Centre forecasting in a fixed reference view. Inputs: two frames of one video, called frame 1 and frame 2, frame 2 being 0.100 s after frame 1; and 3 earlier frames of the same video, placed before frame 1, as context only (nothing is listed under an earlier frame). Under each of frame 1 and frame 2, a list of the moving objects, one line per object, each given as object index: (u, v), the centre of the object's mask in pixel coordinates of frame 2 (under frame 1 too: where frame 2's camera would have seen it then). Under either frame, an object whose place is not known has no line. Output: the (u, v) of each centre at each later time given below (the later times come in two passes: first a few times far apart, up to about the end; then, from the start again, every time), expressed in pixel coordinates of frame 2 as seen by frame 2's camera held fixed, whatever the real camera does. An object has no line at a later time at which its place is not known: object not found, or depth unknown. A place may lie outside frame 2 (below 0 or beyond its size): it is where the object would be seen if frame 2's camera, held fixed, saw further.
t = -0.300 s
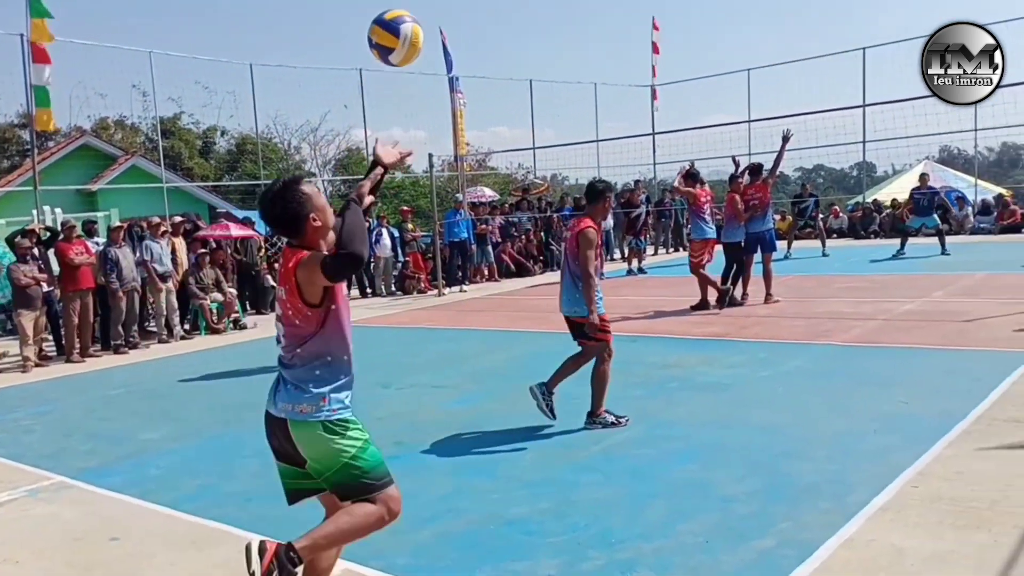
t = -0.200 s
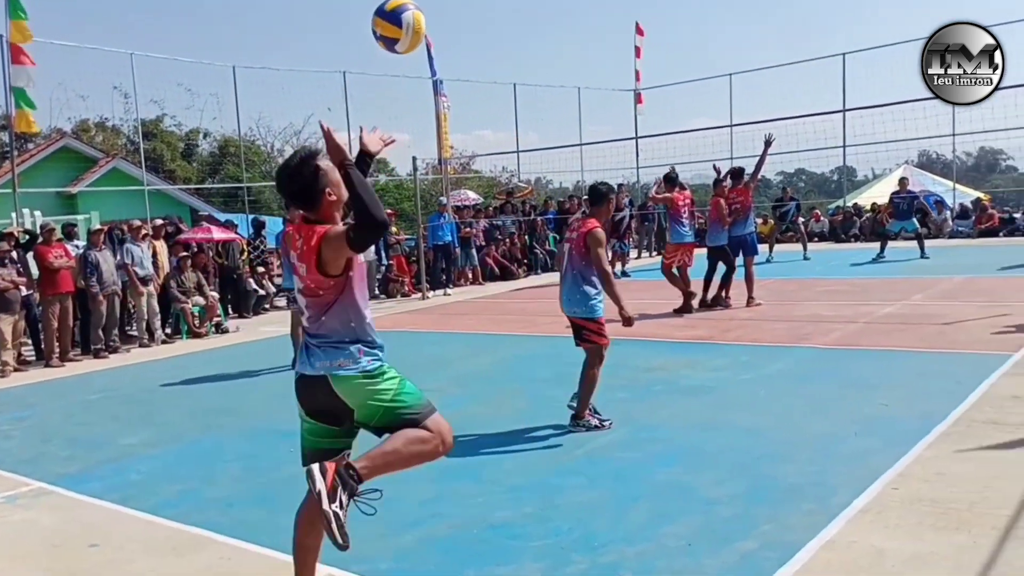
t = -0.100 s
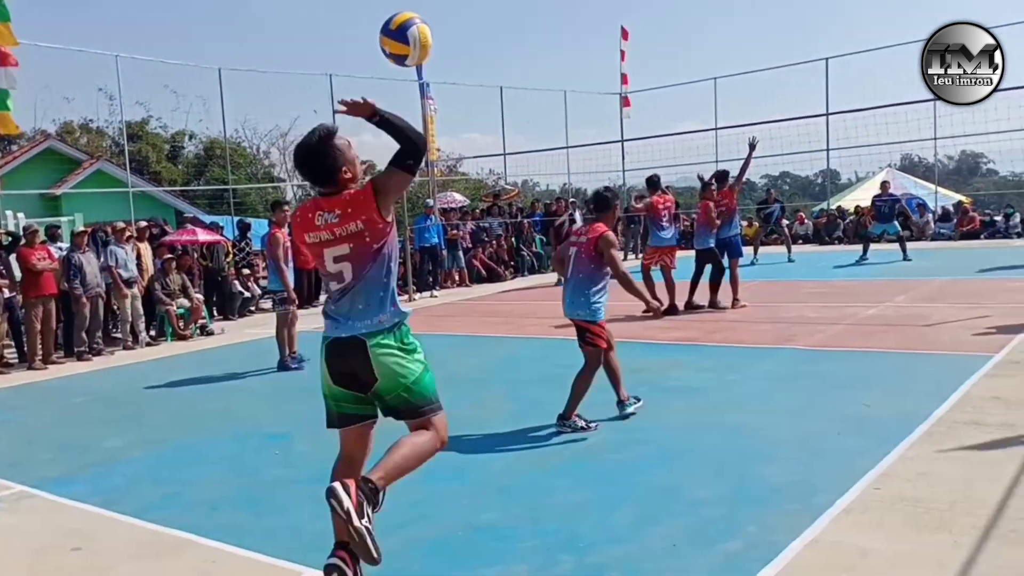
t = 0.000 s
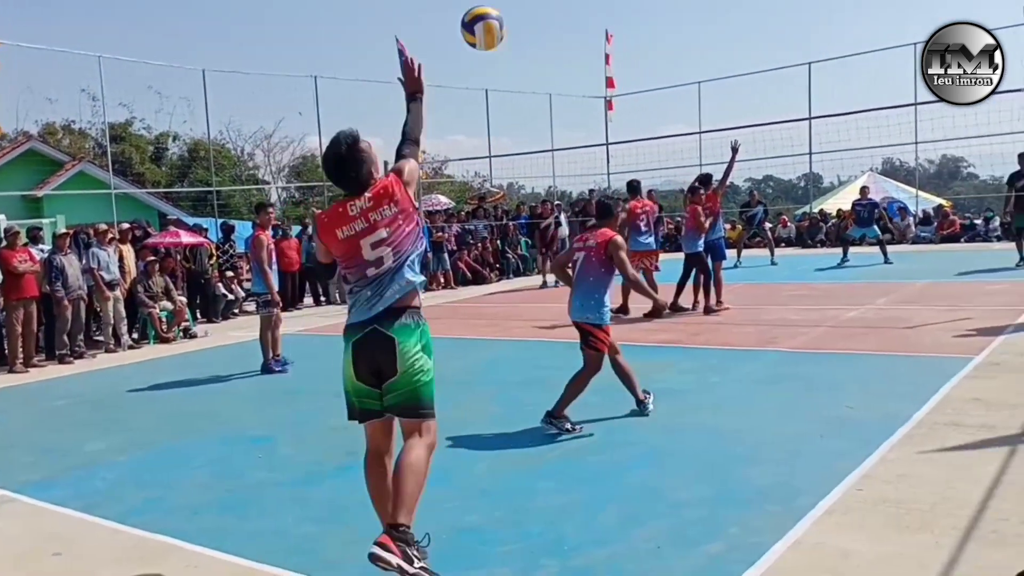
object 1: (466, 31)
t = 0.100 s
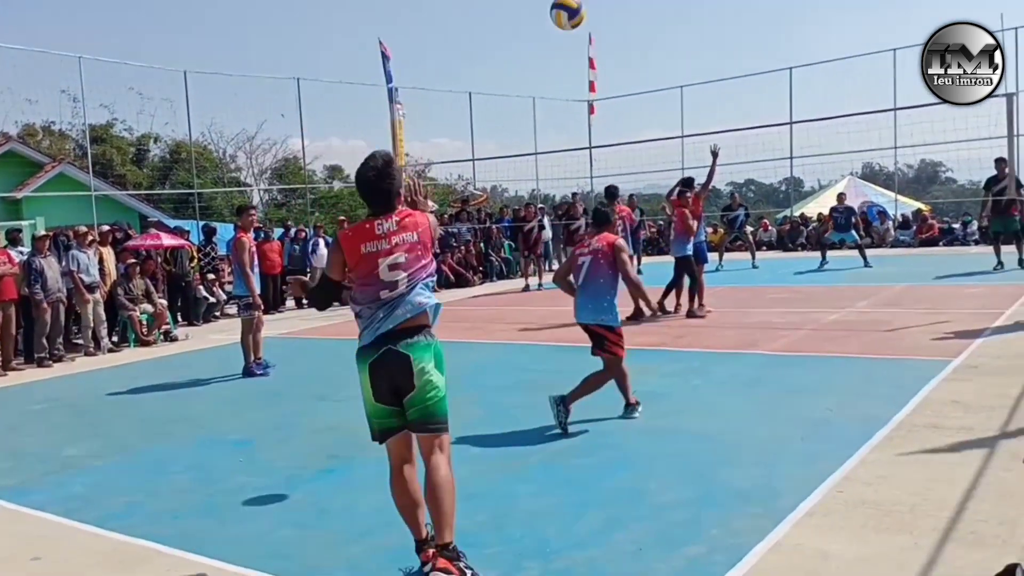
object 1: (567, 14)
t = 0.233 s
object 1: (653, 16)
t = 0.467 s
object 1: (743, 61)
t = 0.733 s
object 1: (804, 133)
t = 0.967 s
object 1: (840, 207)
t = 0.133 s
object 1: (592, 12)
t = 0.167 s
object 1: (615, 11)
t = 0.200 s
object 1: (634, 13)
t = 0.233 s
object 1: (653, 16)
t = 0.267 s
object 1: (669, 21)
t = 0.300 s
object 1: (683, 25)
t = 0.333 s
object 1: (697, 32)
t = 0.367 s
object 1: (710, 39)
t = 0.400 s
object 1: (721, 46)
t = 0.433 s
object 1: (733, 53)
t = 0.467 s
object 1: (743, 61)
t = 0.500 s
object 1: (753, 69)
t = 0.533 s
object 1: (762, 78)
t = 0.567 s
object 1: (770, 87)
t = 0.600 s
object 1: (778, 96)
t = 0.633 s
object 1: (786, 105)
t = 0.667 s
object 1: (792, 115)
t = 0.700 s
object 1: (798, 124)
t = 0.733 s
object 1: (804, 133)
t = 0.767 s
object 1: (810, 143)
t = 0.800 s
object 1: (816, 153)
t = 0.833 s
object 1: (821, 164)
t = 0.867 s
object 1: (826, 174)
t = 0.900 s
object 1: (831, 184)
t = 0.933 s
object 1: (835, 195)
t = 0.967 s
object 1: (840, 207)
